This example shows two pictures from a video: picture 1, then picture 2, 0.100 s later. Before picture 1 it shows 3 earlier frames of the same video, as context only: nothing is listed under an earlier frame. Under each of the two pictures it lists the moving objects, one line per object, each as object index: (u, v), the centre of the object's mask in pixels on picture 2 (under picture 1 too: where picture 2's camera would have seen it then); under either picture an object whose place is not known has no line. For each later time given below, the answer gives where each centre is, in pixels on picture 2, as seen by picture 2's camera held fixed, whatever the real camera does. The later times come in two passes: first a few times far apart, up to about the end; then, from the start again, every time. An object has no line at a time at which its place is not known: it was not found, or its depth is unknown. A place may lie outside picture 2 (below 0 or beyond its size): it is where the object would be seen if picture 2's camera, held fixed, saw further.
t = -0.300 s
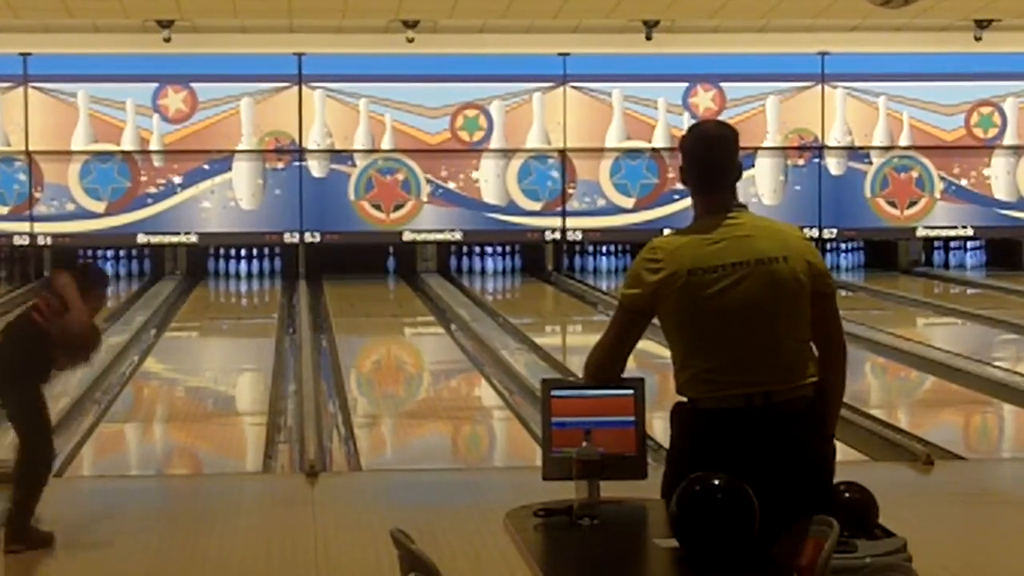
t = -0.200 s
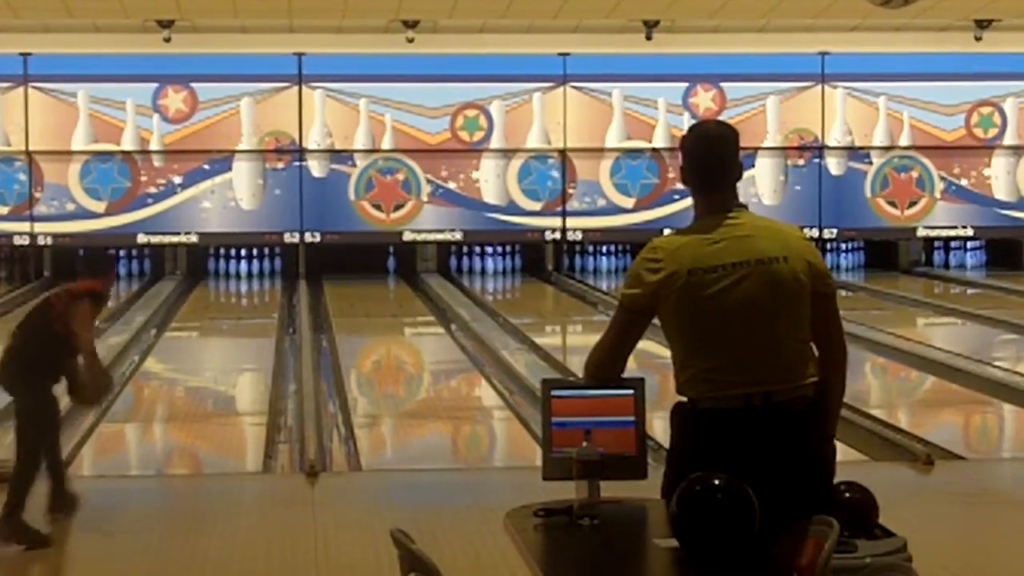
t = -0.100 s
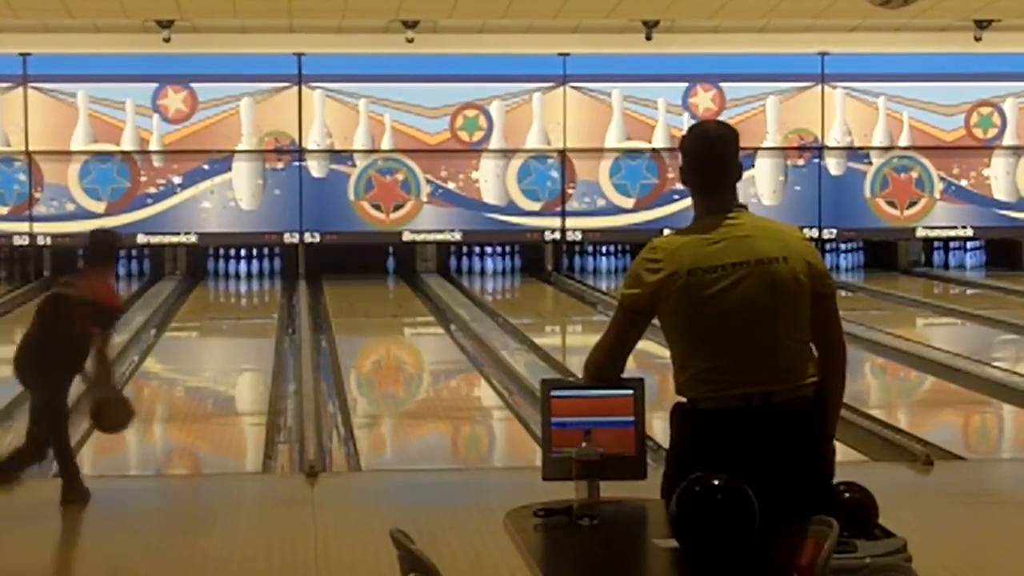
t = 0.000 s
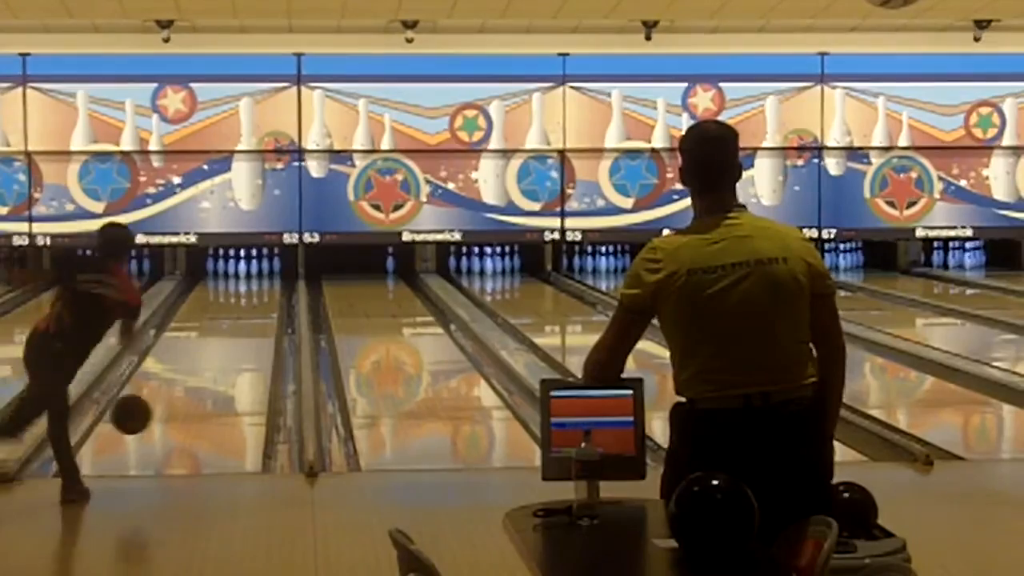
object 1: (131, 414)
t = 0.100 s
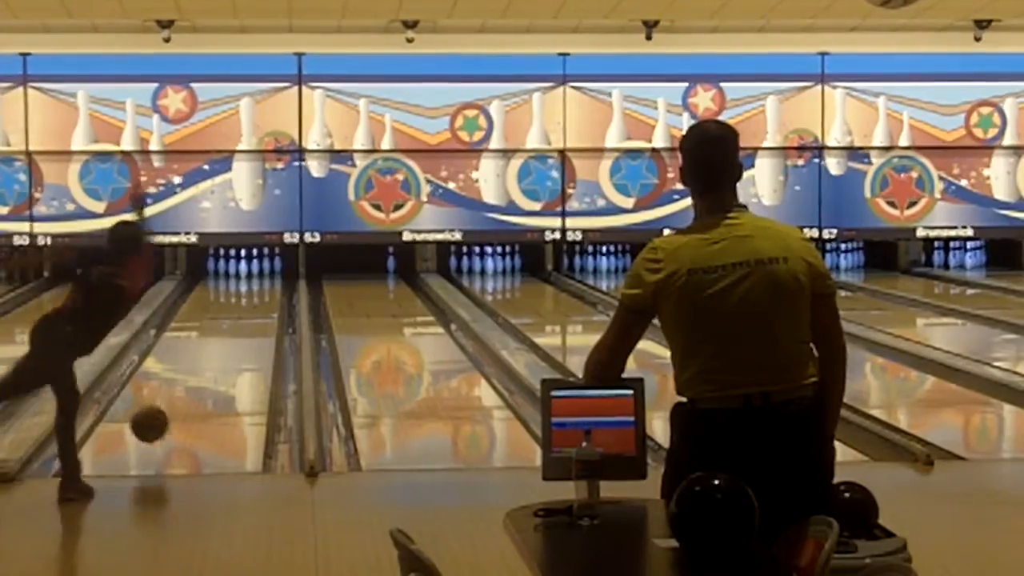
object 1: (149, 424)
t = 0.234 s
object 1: (169, 415)
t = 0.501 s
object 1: (200, 382)
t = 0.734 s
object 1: (220, 356)
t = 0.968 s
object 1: (236, 337)
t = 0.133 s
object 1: (154, 430)
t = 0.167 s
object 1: (160, 427)
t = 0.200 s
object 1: (165, 420)
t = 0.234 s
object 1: (169, 415)
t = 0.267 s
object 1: (174, 411)
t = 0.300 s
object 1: (178, 408)
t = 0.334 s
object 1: (182, 403)
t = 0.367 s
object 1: (186, 399)
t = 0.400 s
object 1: (189, 394)
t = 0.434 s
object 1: (193, 390)
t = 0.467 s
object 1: (196, 384)
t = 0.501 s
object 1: (200, 382)
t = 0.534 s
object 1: (203, 377)
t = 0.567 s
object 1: (206, 373)
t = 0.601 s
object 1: (209, 370)
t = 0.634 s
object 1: (212, 366)
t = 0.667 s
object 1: (215, 363)
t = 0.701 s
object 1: (217, 359)
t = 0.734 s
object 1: (220, 356)
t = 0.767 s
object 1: (223, 353)
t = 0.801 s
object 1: (225, 350)
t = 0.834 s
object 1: (227, 348)
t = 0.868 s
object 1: (230, 344)
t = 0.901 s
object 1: (232, 341)
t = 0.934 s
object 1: (234, 339)
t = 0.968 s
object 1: (236, 337)
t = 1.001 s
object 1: (237, 334)
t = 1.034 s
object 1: (239, 331)
